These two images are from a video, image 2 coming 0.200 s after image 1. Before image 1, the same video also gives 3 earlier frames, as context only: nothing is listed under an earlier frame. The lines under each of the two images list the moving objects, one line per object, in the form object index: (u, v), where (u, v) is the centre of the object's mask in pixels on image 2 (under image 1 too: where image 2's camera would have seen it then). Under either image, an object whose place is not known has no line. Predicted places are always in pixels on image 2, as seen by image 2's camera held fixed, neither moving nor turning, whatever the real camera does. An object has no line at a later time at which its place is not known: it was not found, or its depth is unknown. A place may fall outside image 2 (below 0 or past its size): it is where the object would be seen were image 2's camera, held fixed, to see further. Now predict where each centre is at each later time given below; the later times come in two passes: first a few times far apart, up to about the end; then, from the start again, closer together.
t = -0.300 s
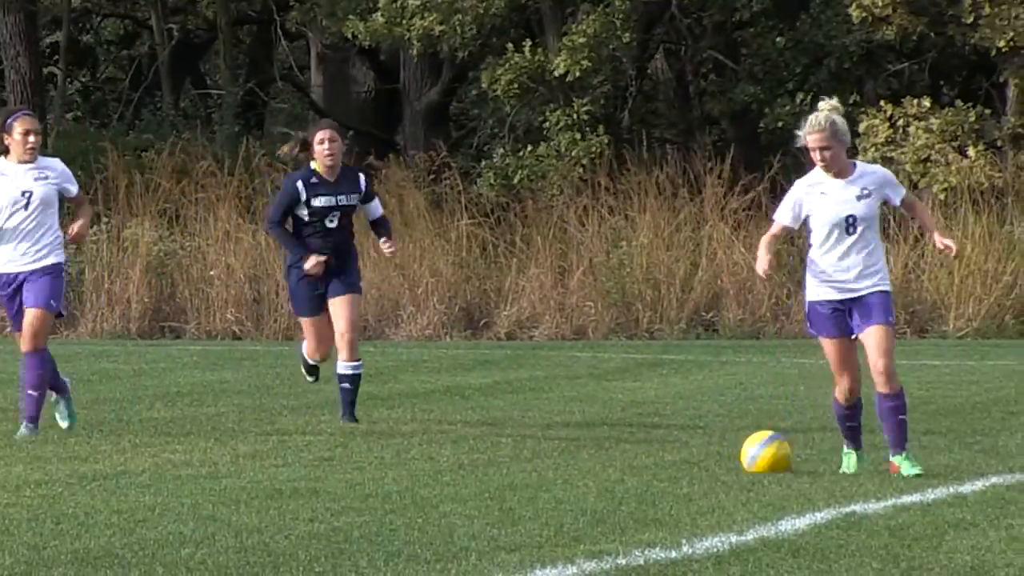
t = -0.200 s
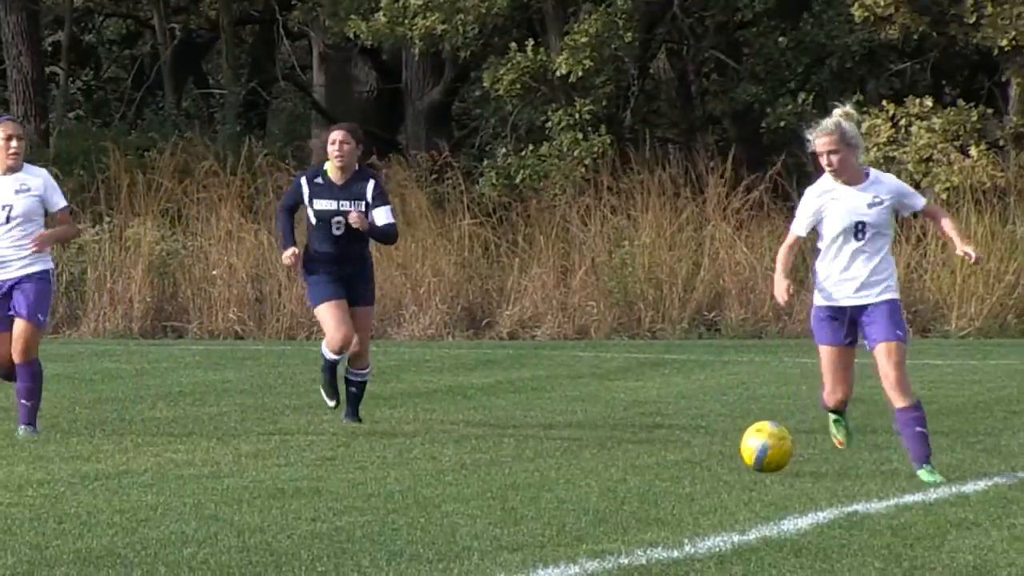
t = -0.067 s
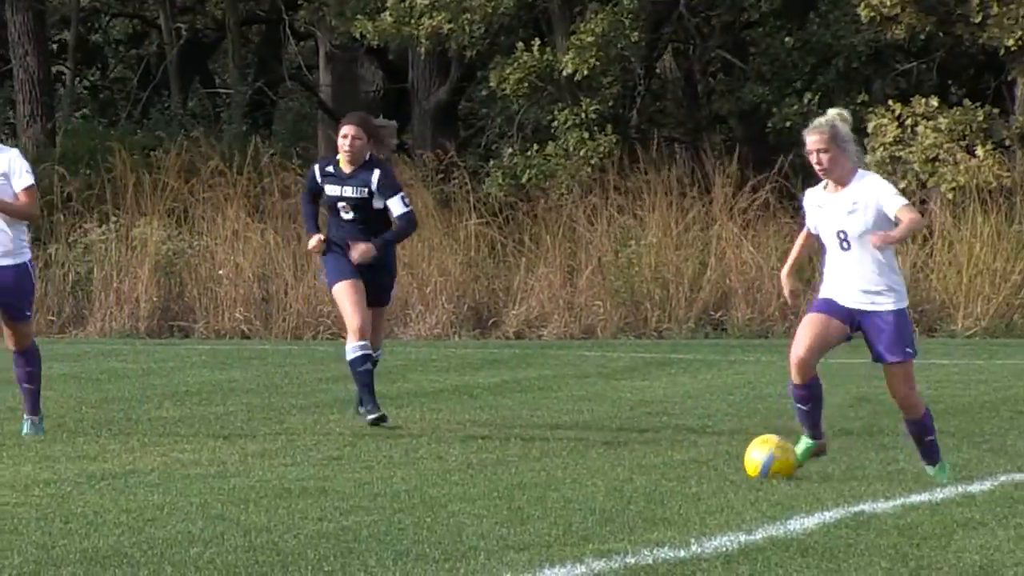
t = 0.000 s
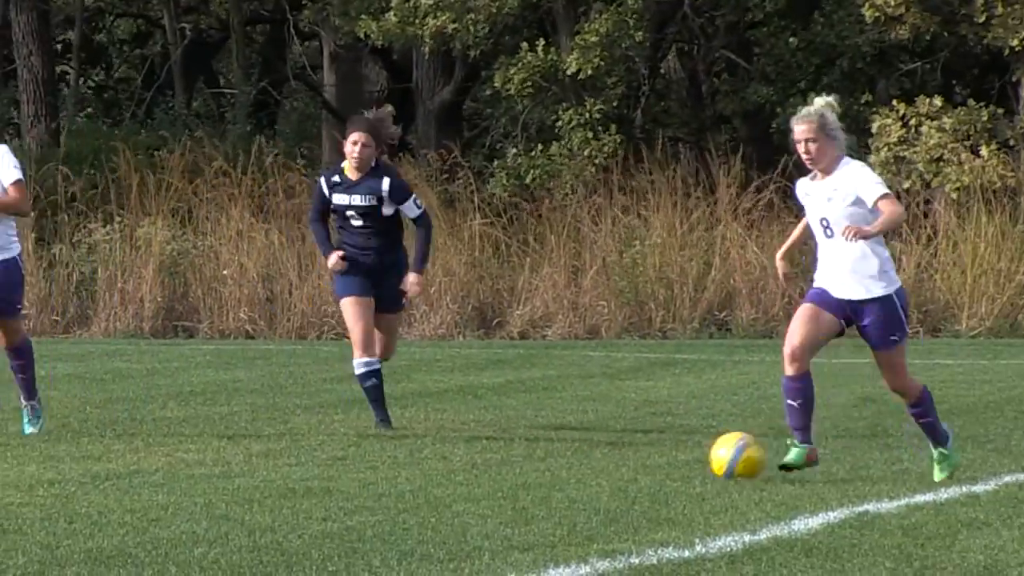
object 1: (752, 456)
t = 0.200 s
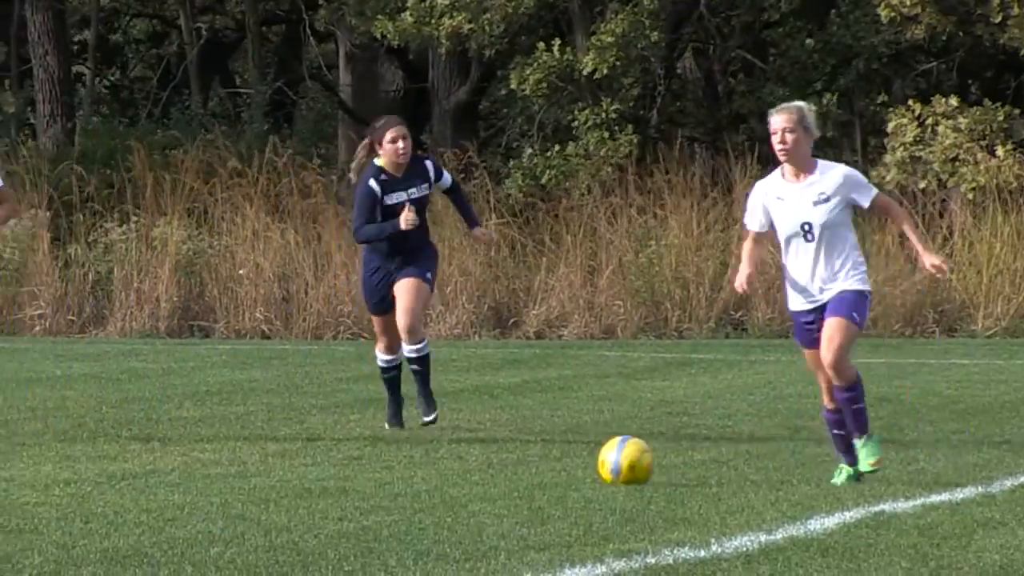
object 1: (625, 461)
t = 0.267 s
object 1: (593, 458)
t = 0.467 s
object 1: (497, 466)
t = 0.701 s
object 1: (389, 474)
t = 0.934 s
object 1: (276, 476)
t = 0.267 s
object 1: (593, 458)
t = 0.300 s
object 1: (576, 460)
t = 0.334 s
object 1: (560, 464)
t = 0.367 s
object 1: (544, 468)
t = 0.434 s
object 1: (512, 468)
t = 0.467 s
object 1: (497, 466)
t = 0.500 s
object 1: (482, 465)
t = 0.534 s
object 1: (466, 467)
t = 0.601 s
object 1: (436, 475)
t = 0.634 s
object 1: (421, 473)
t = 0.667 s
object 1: (405, 472)
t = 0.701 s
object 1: (389, 474)
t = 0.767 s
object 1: (358, 475)
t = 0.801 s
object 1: (342, 474)
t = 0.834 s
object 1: (325, 474)
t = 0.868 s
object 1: (309, 476)
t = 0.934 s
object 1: (276, 476)
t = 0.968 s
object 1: (261, 477)
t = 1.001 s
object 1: (245, 478)
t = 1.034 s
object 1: (229, 477)
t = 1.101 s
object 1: (196, 477)
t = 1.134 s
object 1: (180, 480)
